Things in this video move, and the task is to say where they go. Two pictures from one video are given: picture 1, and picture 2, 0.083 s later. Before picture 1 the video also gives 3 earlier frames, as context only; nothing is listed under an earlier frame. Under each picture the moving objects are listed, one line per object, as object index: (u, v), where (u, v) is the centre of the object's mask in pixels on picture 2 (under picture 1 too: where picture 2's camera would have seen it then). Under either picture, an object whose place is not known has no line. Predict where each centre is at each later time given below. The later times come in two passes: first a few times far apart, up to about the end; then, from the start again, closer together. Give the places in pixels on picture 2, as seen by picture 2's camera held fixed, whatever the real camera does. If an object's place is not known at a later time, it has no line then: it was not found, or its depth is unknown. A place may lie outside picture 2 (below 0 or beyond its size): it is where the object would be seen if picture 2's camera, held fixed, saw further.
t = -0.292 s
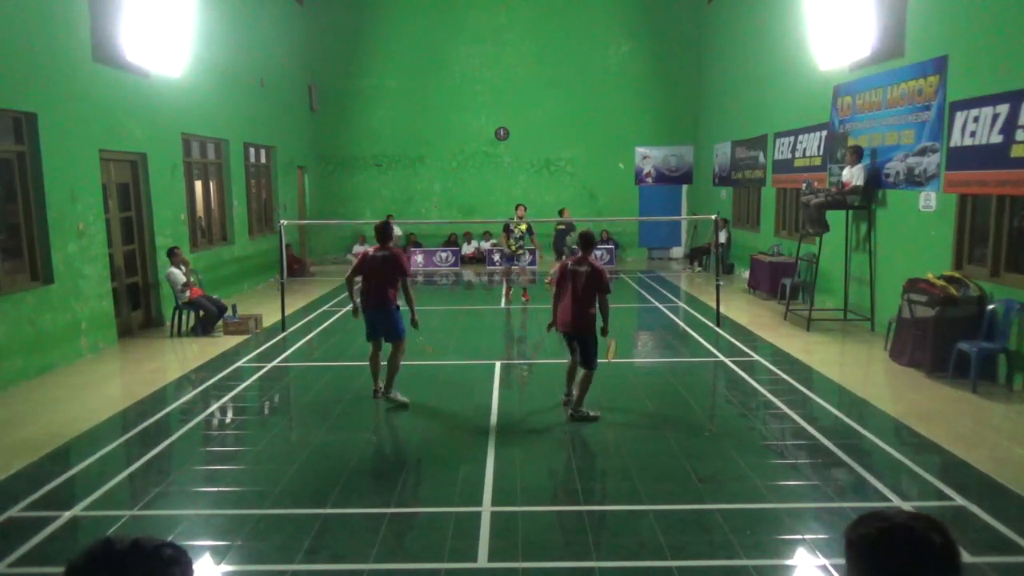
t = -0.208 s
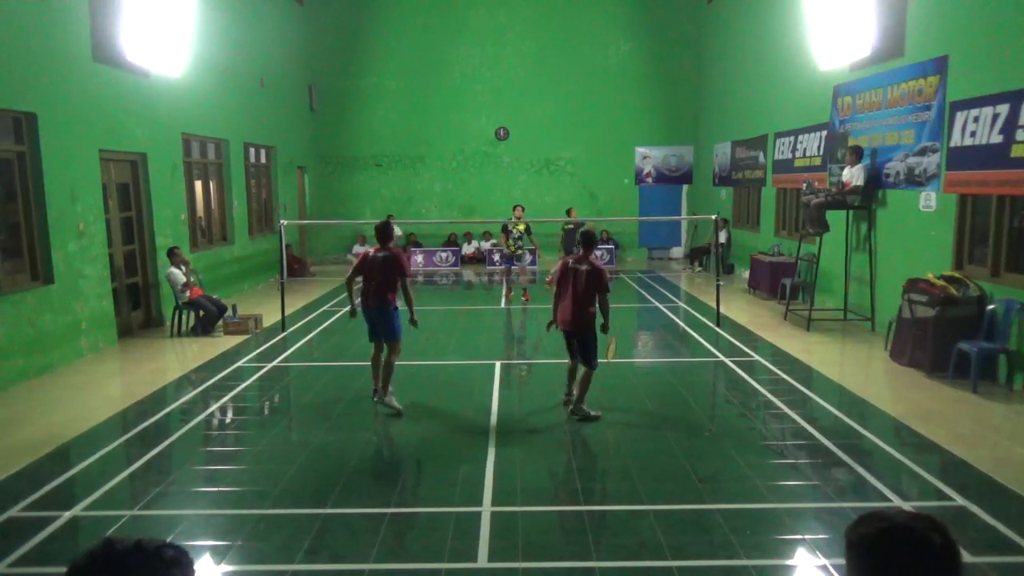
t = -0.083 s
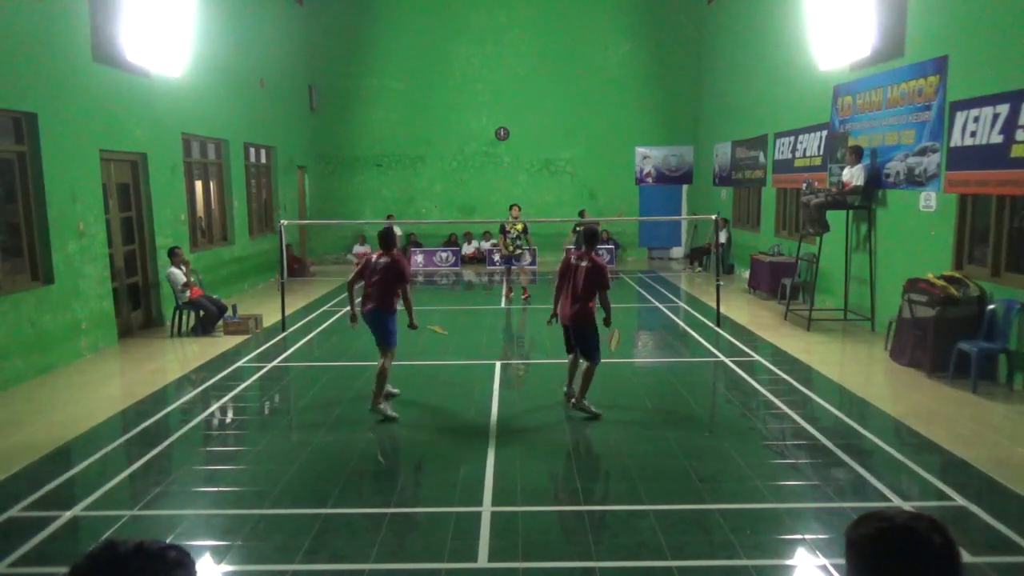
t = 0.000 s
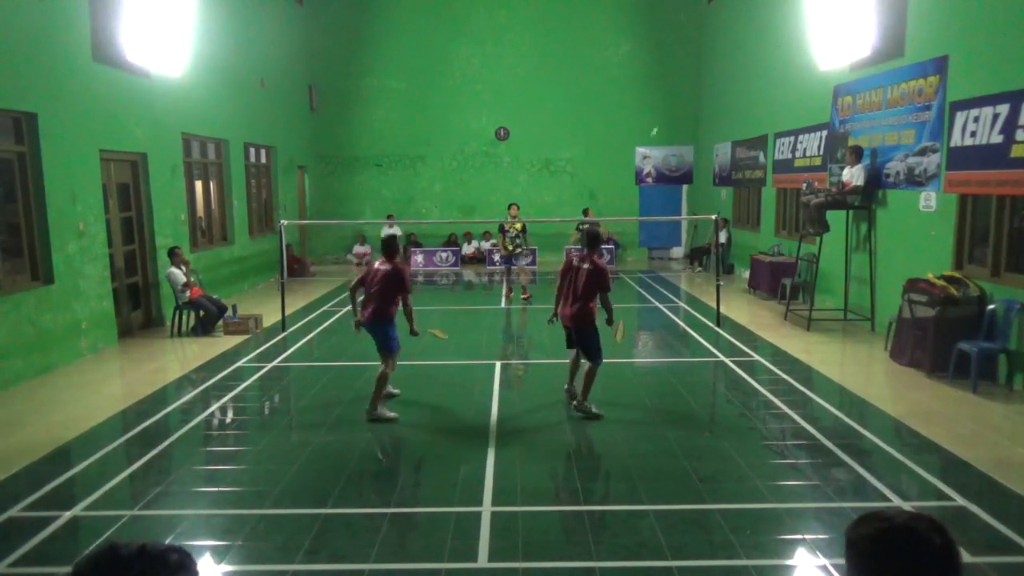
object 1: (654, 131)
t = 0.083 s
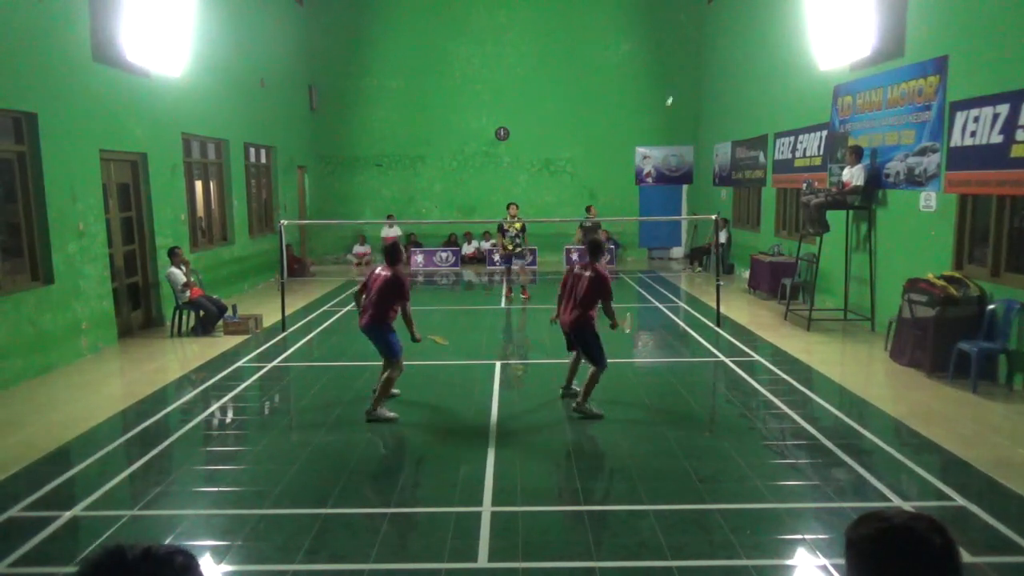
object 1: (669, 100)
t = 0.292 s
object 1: (700, 51)
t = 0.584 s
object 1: (735, 41)
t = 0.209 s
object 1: (688, 67)
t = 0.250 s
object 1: (694, 58)
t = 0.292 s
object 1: (700, 51)
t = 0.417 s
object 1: (715, 38)
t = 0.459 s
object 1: (721, 36)
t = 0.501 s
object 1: (726, 36)
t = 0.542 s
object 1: (730, 38)
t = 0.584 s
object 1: (735, 41)
